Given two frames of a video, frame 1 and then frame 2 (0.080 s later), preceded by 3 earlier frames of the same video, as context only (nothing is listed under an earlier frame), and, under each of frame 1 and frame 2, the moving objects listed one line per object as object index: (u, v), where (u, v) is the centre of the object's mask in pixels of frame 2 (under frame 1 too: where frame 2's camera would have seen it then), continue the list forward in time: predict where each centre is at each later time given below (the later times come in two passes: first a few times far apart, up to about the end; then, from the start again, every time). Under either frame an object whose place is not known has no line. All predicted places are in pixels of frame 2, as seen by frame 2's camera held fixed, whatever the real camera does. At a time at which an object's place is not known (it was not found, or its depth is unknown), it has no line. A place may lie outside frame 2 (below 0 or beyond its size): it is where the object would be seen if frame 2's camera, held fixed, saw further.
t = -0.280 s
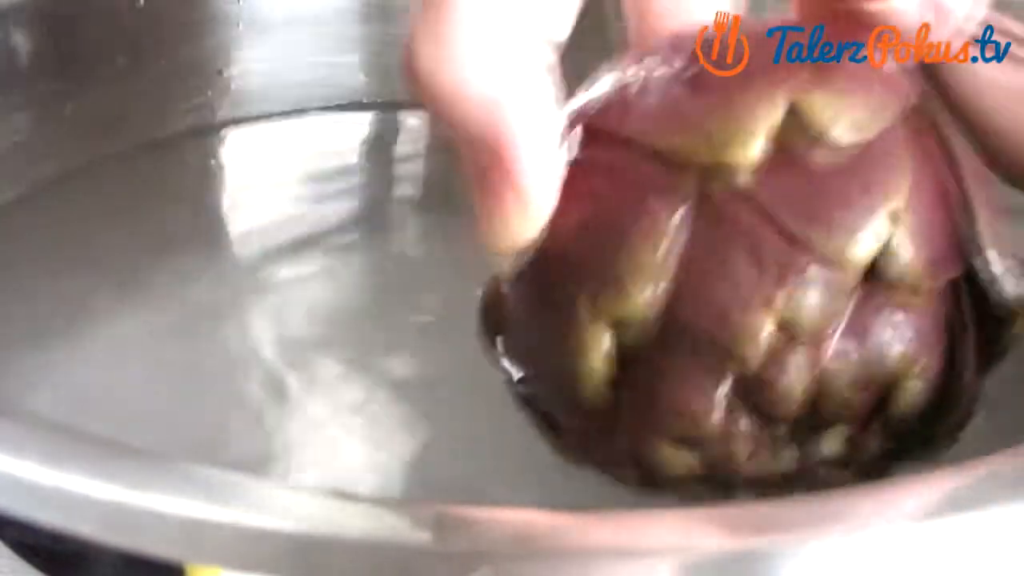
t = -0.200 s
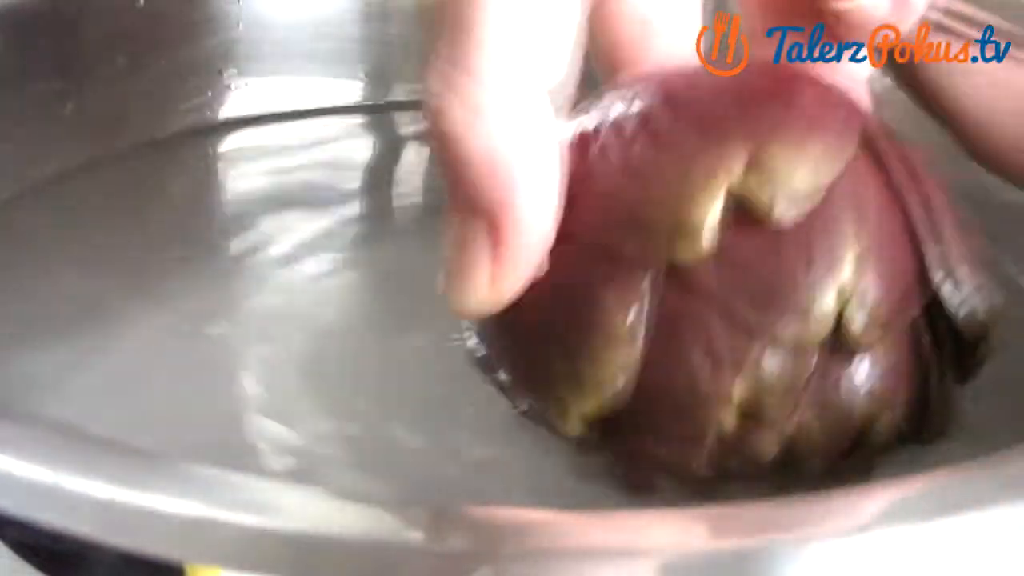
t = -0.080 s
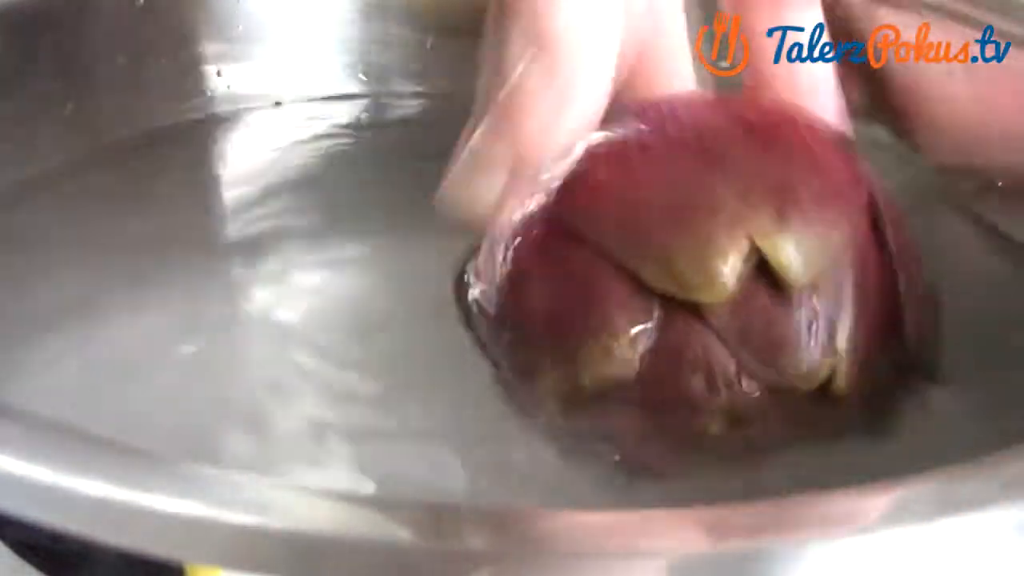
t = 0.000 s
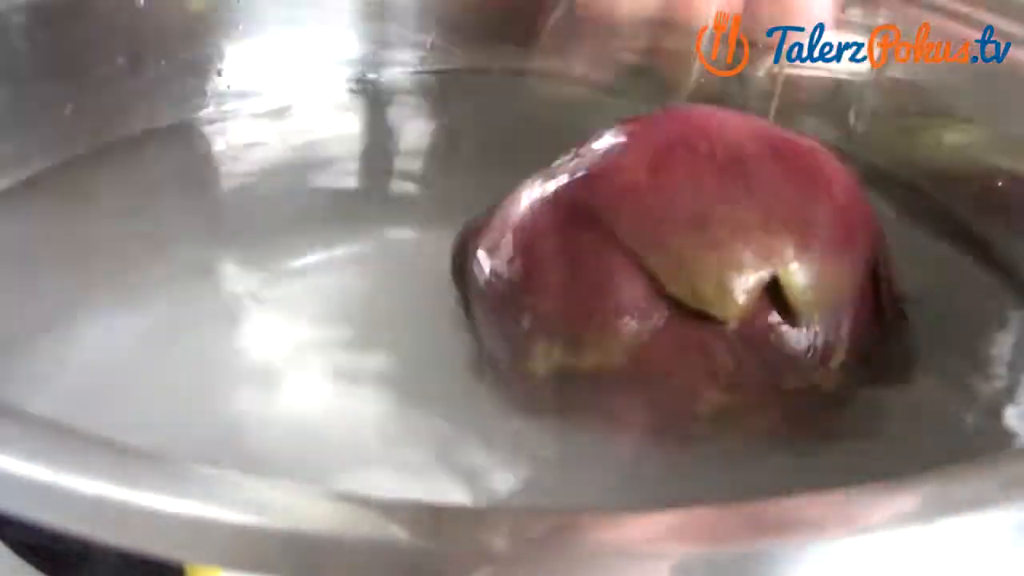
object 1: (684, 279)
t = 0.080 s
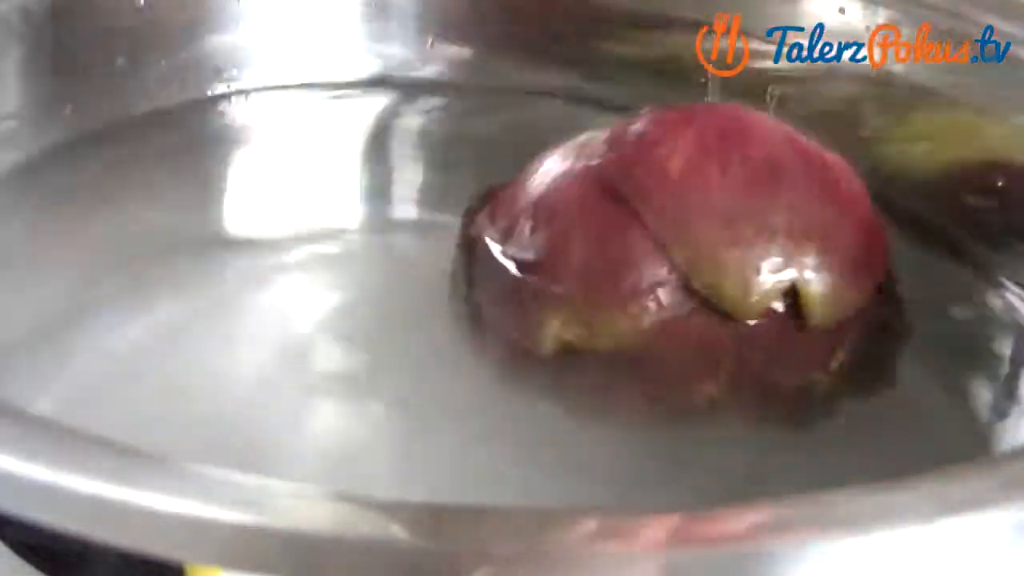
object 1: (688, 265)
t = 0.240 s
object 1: (690, 208)
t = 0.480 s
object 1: (634, 212)
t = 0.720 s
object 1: (599, 188)
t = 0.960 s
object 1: (559, 182)
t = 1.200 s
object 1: (516, 183)
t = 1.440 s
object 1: (480, 174)
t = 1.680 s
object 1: (457, 180)
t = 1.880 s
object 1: (426, 176)
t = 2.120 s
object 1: (398, 191)
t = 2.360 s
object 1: (382, 201)
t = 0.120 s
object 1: (684, 247)
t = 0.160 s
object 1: (690, 228)
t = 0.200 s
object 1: (689, 218)
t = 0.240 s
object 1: (690, 208)
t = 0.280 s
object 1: (684, 207)
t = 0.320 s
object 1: (676, 202)
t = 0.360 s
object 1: (660, 201)
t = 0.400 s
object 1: (647, 204)
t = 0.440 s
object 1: (638, 211)
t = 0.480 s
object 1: (634, 212)
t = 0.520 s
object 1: (626, 210)
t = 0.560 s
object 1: (619, 206)
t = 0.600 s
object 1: (614, 202)
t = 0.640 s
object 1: (610, 194)
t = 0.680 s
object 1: (605, 190)
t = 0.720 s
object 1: (599, 188)
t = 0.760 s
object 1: (593, 187)
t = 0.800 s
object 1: (588, 188)
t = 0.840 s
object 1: (581, 189)
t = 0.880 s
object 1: (573, 187)
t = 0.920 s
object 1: (566, 184)
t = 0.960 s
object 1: (559, 182)
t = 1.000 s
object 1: (549, 182)
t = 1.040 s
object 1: (540, 184)
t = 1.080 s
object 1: (532, 186)
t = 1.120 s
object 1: (526, 186)
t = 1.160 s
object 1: (519, 185)
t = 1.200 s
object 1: (516, 183)
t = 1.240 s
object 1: (515, 180)
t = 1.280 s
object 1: (511, 179)
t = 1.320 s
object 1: (507, 179)
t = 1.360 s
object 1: (498, 181)
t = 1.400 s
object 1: (487, 176)
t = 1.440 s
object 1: (480, 174)
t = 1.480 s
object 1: (473, 174)
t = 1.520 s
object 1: (466, 174)
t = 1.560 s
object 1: (463, 174)
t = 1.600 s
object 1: (461, 175)
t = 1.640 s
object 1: (459, 177)
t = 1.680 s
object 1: (457, 180)
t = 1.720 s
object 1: (452, 184)
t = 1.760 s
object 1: (447, 185)
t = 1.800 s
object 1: (440, 184)
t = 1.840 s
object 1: (434, 179)
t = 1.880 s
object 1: (426, 176)
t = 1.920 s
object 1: (419, 175)
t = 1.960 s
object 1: (415, 175)
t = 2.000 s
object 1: (410, 175)
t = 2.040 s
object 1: (407, 179)
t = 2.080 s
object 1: (402, 186)
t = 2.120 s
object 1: (398, 191)
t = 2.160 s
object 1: (394, 195)
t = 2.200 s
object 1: (391, 197)
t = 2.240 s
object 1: (389, 199)
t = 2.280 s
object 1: (390, 197)
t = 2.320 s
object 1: (388, 196)
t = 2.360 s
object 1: (382, 201)
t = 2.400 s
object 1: (376, 202)
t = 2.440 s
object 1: (371, 204)
